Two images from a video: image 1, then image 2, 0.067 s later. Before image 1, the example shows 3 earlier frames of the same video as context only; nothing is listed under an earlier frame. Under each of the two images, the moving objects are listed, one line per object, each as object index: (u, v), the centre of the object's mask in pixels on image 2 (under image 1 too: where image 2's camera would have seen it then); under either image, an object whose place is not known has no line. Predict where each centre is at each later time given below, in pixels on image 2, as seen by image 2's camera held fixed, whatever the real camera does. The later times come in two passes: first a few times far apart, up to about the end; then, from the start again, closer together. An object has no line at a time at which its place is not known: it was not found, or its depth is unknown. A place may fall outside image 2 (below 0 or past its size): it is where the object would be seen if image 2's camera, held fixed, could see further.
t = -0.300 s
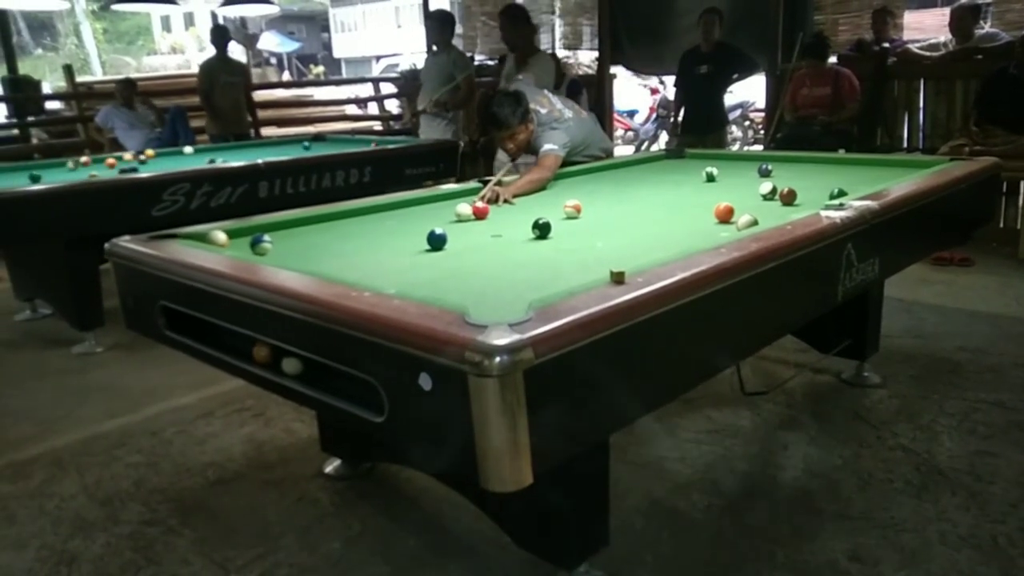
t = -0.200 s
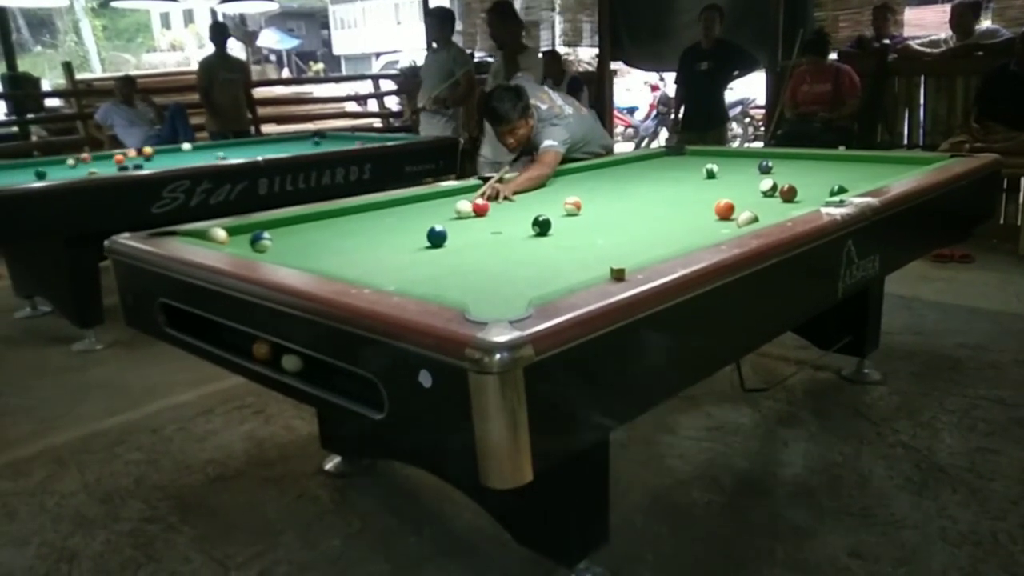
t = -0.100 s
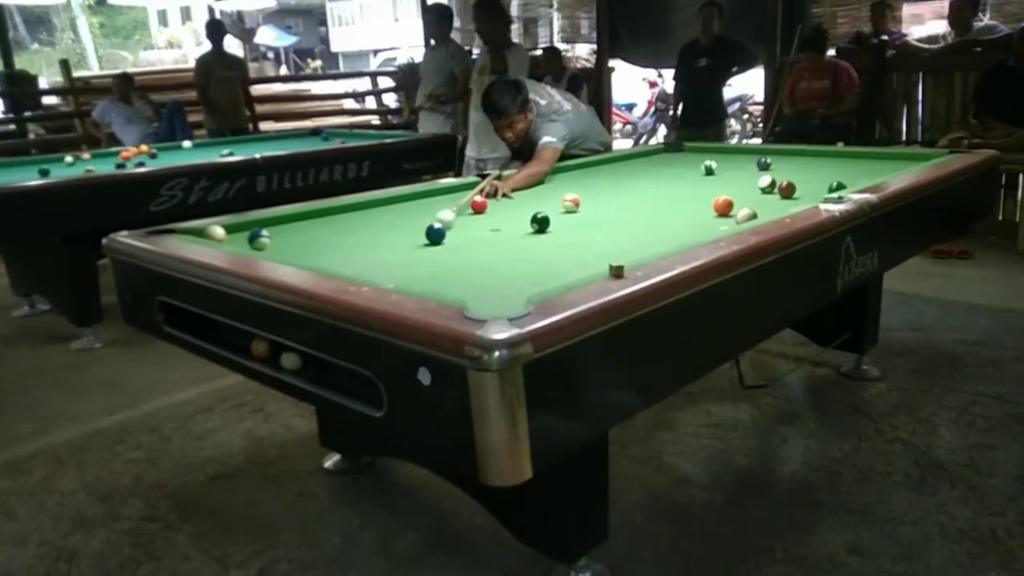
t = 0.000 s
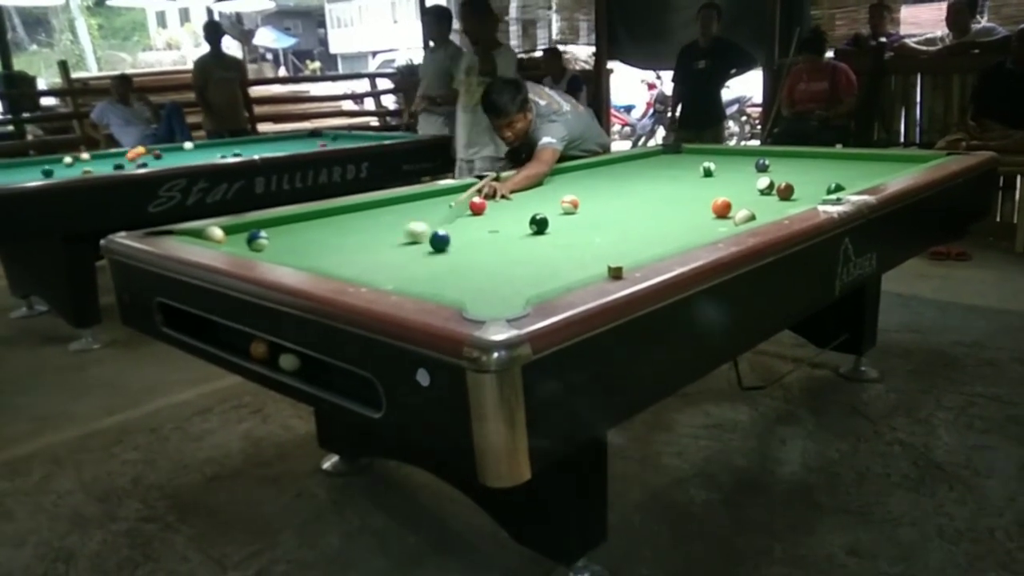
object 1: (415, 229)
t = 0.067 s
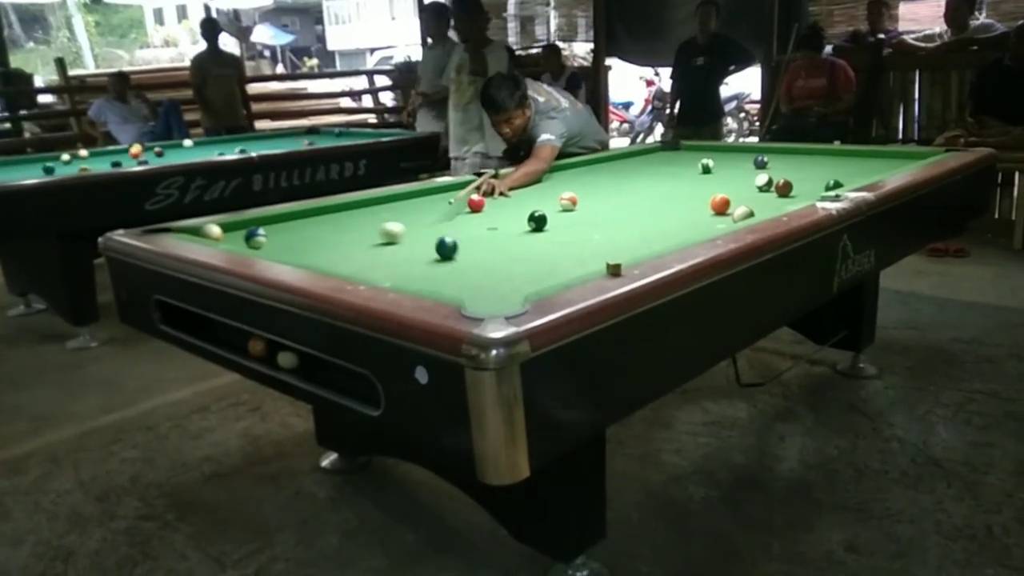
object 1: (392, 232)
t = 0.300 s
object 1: (313, 246)
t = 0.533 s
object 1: (280, 245)
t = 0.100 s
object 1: (381, 234)
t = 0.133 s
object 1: (370, 236)
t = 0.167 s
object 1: (360, 238)
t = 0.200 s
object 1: (348, 240)
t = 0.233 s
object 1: (336, 241)
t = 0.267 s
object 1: (325, 243)
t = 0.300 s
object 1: (313, 246)
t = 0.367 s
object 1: (289, 248)
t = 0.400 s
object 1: (276, 247)
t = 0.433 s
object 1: (273, 247)
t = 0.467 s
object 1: (275, 246)
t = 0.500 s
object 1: (277, 246)
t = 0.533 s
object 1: (280, 245)
